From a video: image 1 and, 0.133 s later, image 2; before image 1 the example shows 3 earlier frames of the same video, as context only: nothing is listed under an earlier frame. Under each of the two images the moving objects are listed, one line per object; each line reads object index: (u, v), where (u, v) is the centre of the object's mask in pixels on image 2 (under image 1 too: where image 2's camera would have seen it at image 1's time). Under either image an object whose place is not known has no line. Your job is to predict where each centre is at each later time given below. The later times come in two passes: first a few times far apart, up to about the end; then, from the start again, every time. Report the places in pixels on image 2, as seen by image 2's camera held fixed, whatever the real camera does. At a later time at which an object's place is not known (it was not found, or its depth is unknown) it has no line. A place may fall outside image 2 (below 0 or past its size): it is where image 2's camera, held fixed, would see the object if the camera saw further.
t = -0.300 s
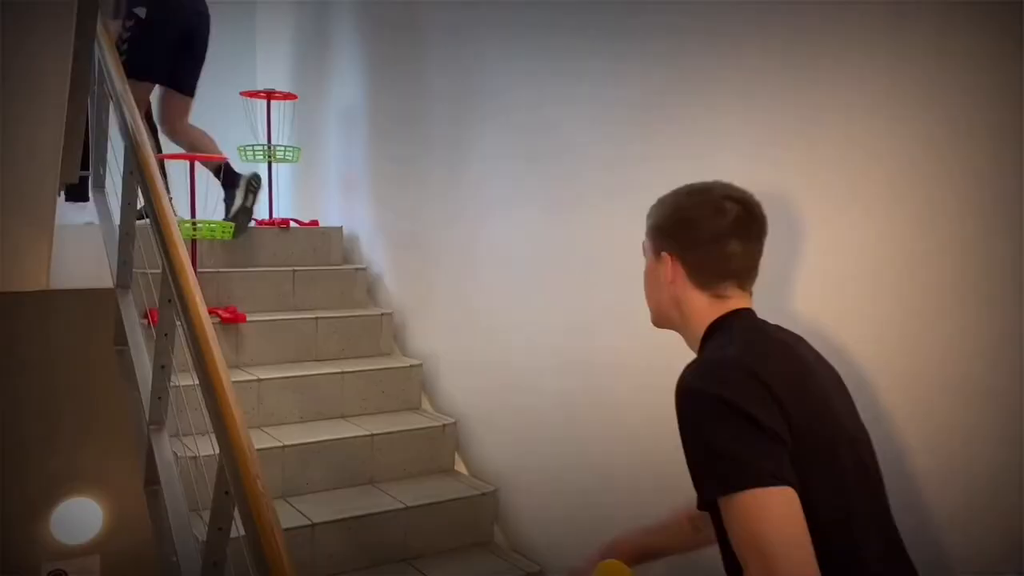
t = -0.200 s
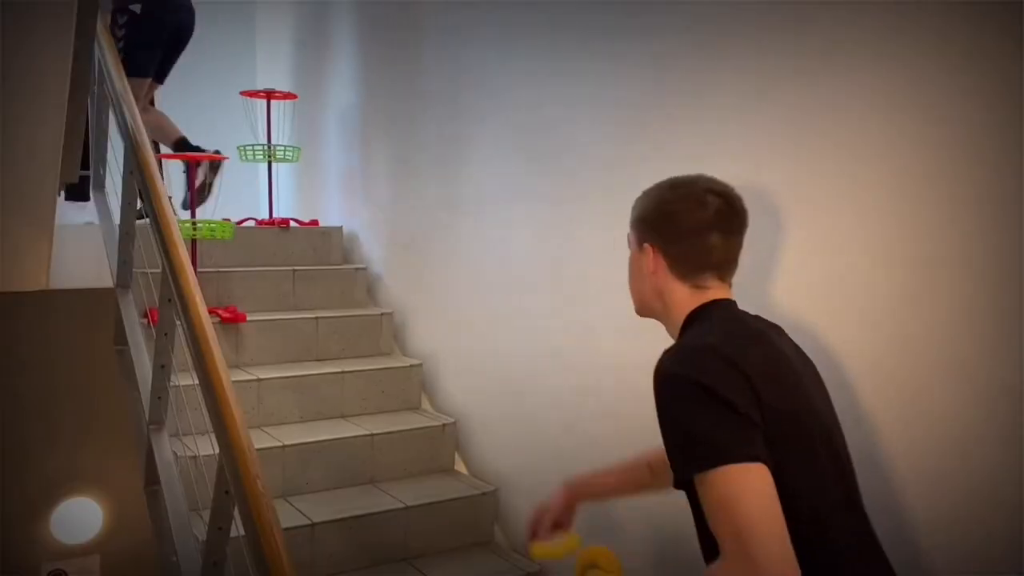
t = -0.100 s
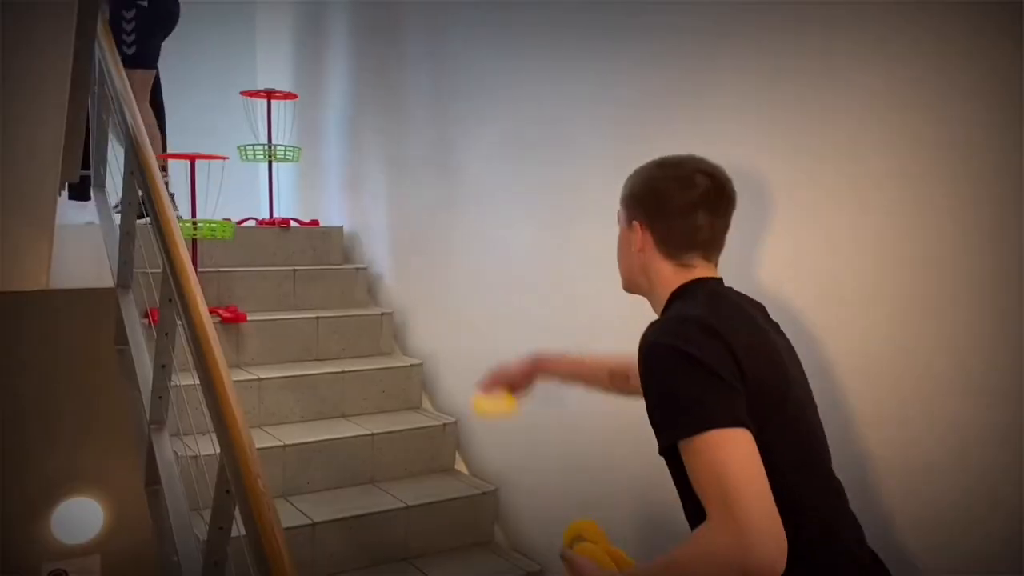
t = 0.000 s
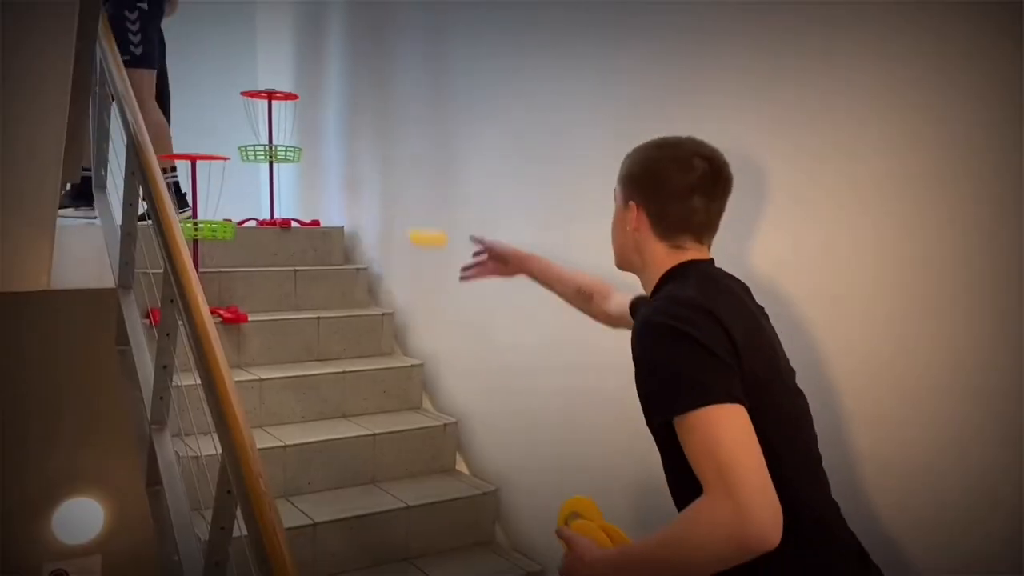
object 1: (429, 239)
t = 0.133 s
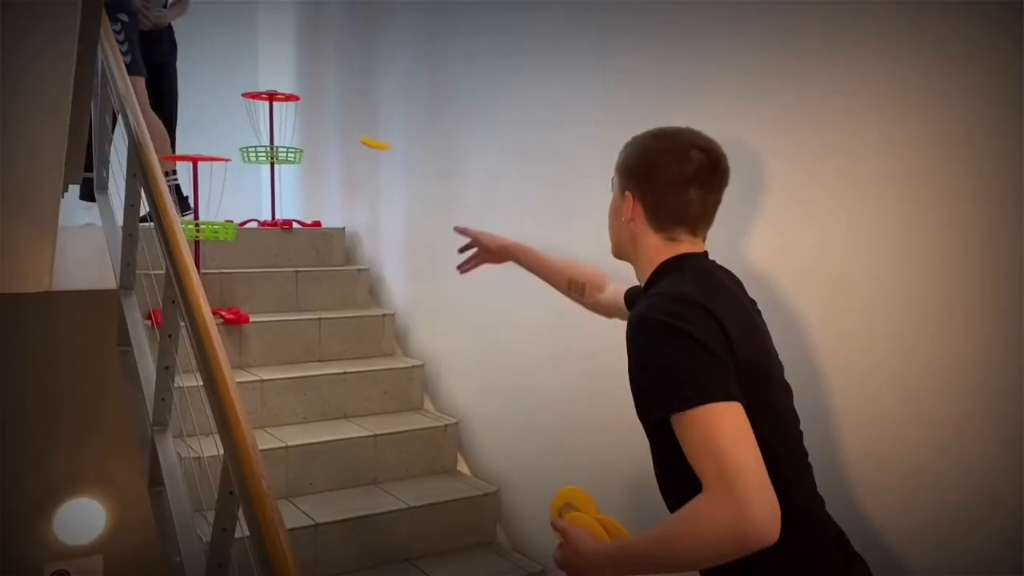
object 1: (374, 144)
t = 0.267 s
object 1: (338, 126)
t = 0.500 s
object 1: (309, 153)
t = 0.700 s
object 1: (285, 201)
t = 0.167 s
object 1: (364, 134)
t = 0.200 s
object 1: (355, 128)
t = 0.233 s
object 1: (346, 125)
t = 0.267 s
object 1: (338, 126)
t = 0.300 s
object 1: (331, 128)
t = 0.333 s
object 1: (325, 132)
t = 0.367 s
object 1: (322, 136)
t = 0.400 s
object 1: (316, 141)
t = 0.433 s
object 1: (313, 147)
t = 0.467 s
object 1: (308, 151)
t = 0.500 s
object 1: (309, 153)
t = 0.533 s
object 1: (313, 157)
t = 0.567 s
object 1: (315, 165)
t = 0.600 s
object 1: (304, 172)
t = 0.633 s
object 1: (295, 179)
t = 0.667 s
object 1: (287, 189)
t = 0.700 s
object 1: (285, 201)
